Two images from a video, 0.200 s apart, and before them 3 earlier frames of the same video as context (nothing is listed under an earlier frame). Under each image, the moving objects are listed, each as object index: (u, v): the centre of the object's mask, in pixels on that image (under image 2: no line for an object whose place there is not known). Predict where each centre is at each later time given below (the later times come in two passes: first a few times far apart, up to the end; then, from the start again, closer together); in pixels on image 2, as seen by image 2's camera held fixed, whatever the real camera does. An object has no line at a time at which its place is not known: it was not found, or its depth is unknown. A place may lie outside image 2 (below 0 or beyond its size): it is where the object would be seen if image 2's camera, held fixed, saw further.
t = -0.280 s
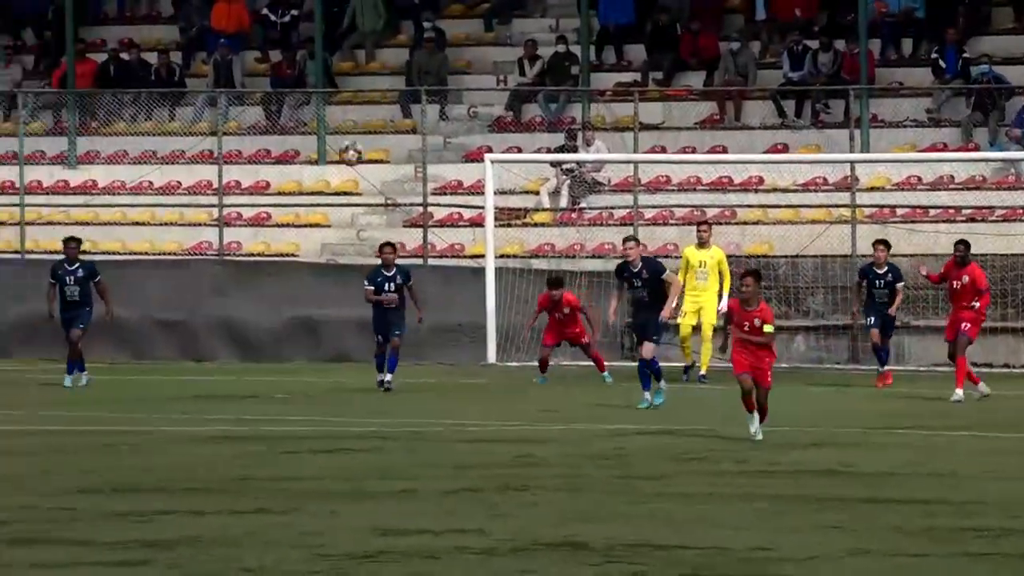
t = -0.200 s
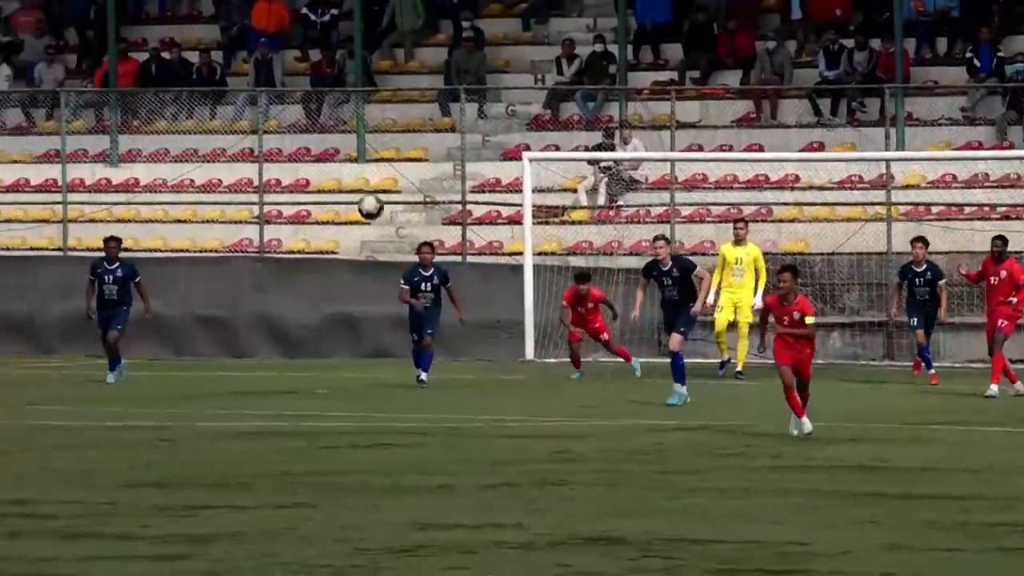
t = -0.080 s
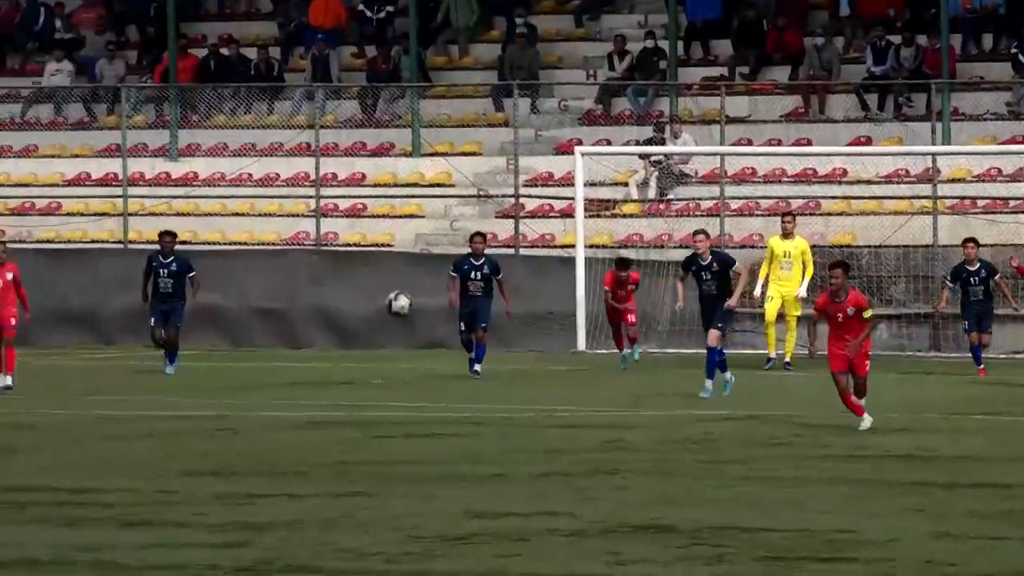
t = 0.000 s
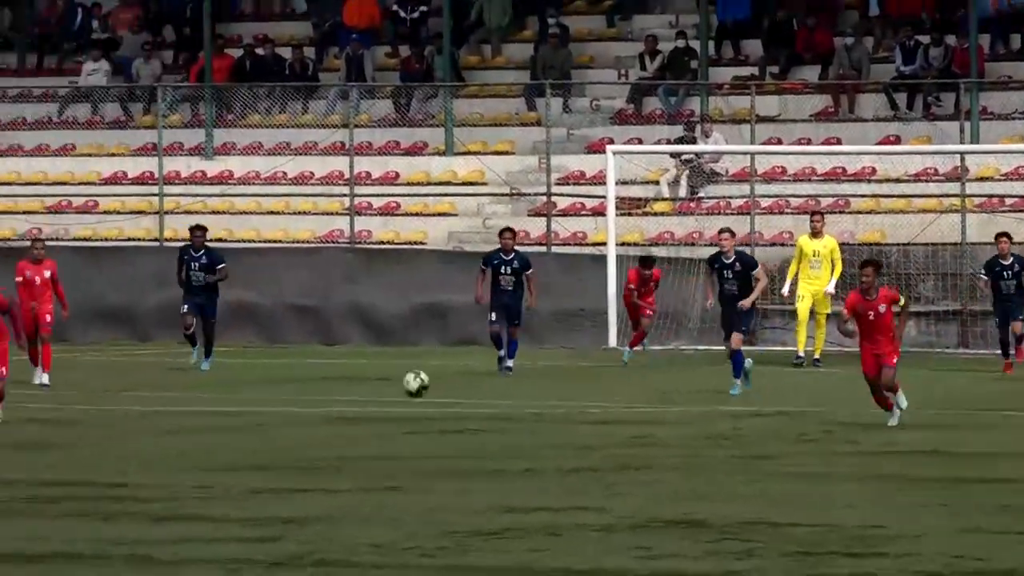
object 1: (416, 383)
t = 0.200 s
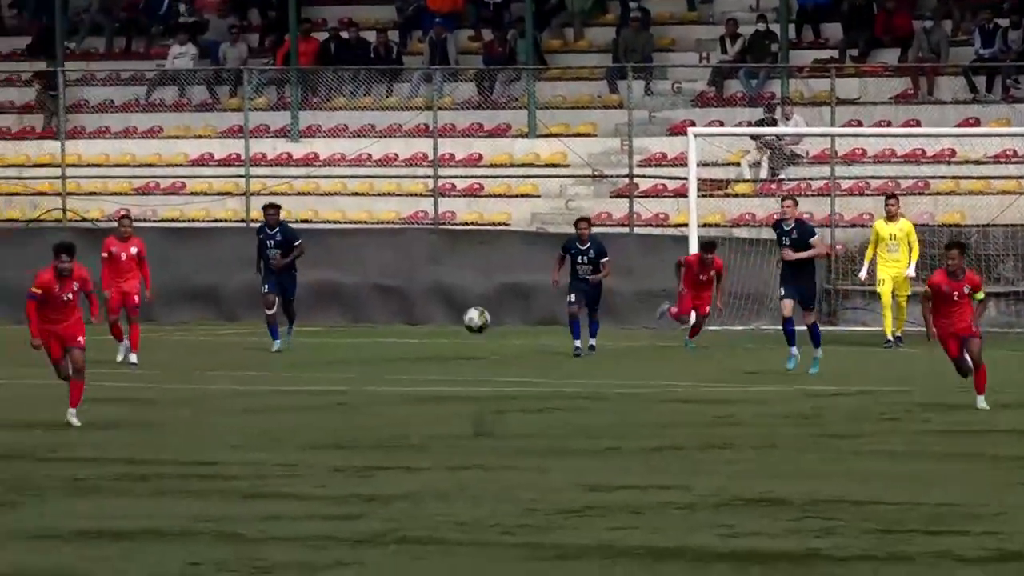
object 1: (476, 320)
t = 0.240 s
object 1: (472, 294)
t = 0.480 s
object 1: (451, 191)
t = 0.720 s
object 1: (435, 172)
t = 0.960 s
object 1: (421, 244)
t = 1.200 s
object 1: (413, 416)
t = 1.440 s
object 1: (401, 394)
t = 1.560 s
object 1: (394, 364)
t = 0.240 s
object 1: (472, 294)
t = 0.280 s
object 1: (470, 272)
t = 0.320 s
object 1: (466, 251)
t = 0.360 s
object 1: (463, 233)
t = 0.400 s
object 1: (459, 217)
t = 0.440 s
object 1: (455, 202)
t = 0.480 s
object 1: (451, 191)
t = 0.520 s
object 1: (448, 181)
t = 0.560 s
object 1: (446, 175)
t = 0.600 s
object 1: (444, 169)
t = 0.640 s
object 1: (441, 169)
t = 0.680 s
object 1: (438, 168)
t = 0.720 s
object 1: (435, 172)
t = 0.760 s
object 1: (431, 177)
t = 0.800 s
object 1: (429, 185)
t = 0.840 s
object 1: (427, 196)
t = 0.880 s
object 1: (426, 210)
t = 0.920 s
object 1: (423, 225)
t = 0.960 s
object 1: (421, 244)
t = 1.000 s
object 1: (420, 266)
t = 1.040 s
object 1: (417, 290)
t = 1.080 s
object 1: (416, 318)
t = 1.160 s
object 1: (414, 380)
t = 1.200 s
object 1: (413, 416)
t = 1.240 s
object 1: (413, 454)
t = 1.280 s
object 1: (411, 471)
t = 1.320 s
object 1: (408, 448)
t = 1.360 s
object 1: (406, 427)
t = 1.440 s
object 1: (401, 394)
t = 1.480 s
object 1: (399, 381)
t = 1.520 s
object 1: (397, 372)
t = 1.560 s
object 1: (394, 364)
